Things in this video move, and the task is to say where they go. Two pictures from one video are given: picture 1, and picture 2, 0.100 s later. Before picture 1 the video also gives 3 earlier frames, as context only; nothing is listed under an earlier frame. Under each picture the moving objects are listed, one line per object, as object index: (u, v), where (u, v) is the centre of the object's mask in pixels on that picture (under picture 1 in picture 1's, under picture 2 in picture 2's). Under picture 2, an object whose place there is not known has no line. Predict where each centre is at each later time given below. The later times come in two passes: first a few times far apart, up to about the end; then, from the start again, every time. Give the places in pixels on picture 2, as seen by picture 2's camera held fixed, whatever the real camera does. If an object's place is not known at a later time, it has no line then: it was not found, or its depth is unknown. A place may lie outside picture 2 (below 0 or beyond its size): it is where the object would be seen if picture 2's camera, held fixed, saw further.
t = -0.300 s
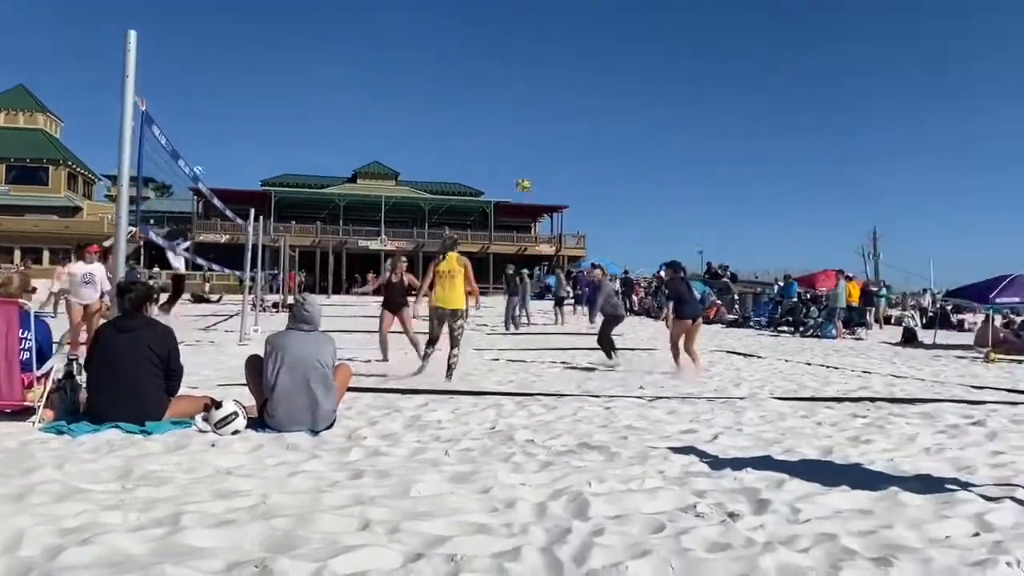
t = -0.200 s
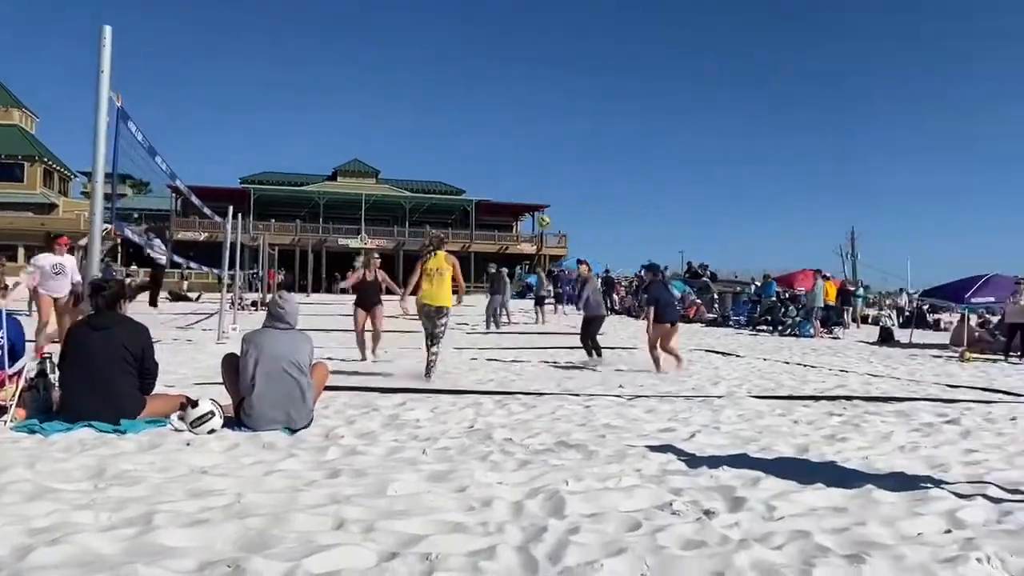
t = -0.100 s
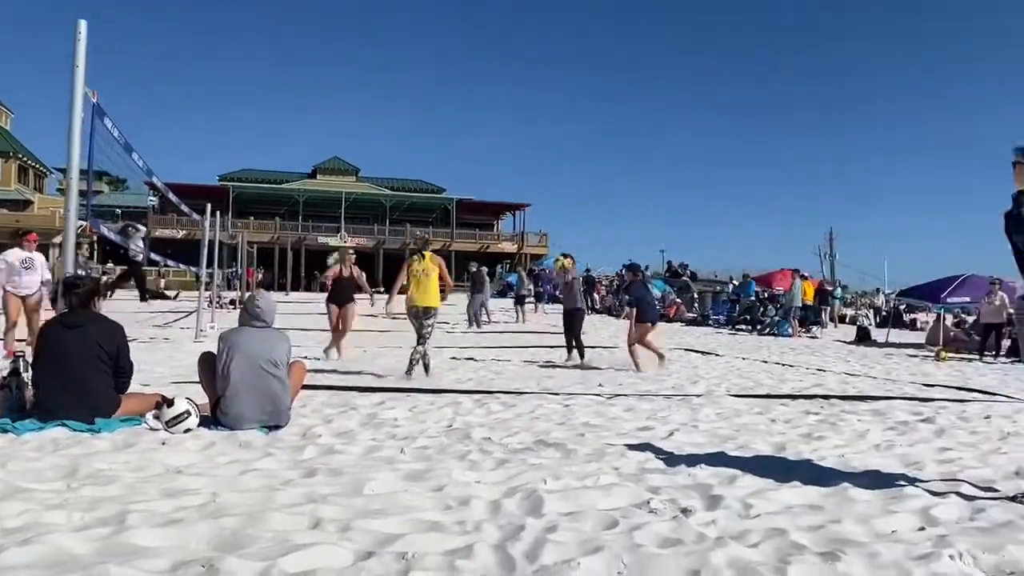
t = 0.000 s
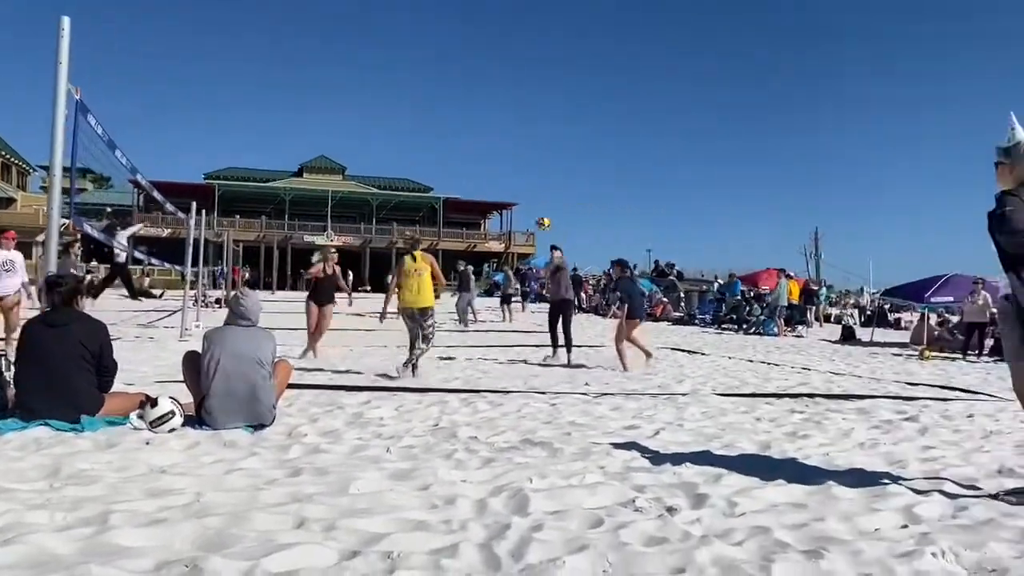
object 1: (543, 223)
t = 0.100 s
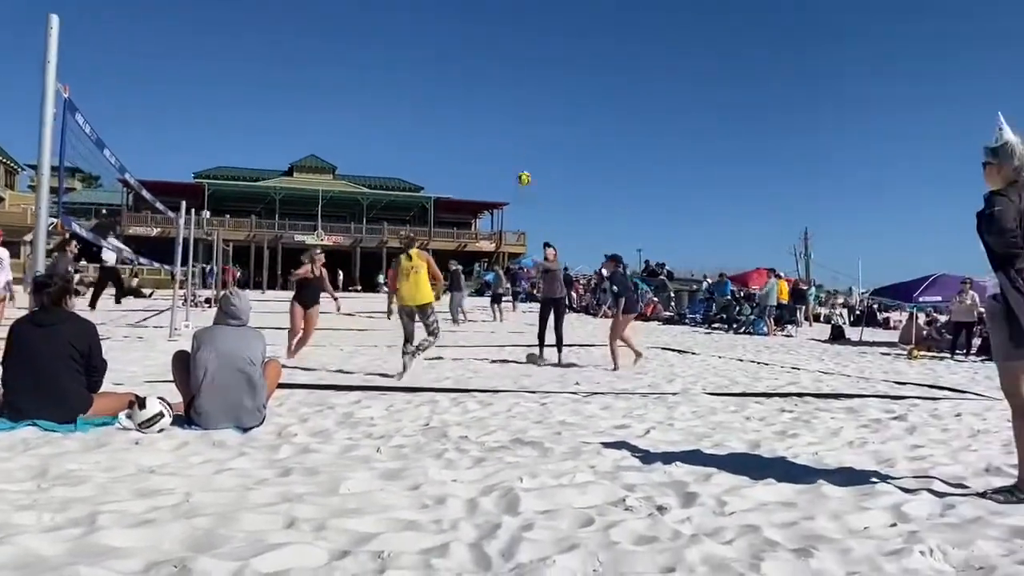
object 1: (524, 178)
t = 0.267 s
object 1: (506, 118)
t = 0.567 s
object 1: (473, 55)
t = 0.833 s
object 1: (441, 53)
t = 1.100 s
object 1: (405, 102)
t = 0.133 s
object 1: (520, 164)
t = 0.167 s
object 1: (517, 152)
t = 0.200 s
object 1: (512, 139)
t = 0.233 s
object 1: (510, 128)
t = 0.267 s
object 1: (506, 118)
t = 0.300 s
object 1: (502, 107)
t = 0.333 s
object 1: (498, 98)
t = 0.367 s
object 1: (495, 89)
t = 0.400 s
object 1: (491, 82)
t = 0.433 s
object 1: (487, 74)
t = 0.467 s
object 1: (483, 69)
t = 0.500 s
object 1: (481, 63)
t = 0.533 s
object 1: (477, 59)
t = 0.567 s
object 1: (473, 55)
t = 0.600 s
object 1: (469, 53)
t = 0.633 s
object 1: (465, 51)
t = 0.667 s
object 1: (462, 50)
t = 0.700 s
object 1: (458, 49)
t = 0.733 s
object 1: (454, 49)
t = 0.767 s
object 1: (450, 50)
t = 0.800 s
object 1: (445, 51)
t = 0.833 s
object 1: (441, 53)
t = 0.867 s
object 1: (437, 56)
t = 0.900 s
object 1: (432, 61)
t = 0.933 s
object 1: (428, 65)
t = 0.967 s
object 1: (424, 72)
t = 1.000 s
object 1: (419, 77)
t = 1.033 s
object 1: (415, 85)
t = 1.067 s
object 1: (410, 93)
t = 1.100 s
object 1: (405, 102)
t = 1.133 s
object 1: (400, 112)
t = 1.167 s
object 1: (396, 123)
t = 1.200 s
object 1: (392, 135)
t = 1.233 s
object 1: (387, 147)
